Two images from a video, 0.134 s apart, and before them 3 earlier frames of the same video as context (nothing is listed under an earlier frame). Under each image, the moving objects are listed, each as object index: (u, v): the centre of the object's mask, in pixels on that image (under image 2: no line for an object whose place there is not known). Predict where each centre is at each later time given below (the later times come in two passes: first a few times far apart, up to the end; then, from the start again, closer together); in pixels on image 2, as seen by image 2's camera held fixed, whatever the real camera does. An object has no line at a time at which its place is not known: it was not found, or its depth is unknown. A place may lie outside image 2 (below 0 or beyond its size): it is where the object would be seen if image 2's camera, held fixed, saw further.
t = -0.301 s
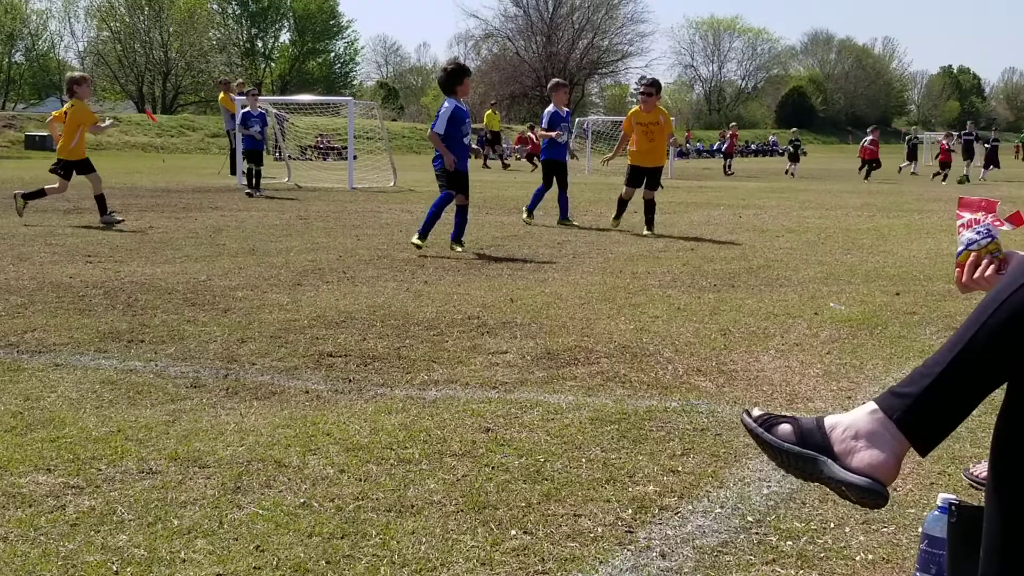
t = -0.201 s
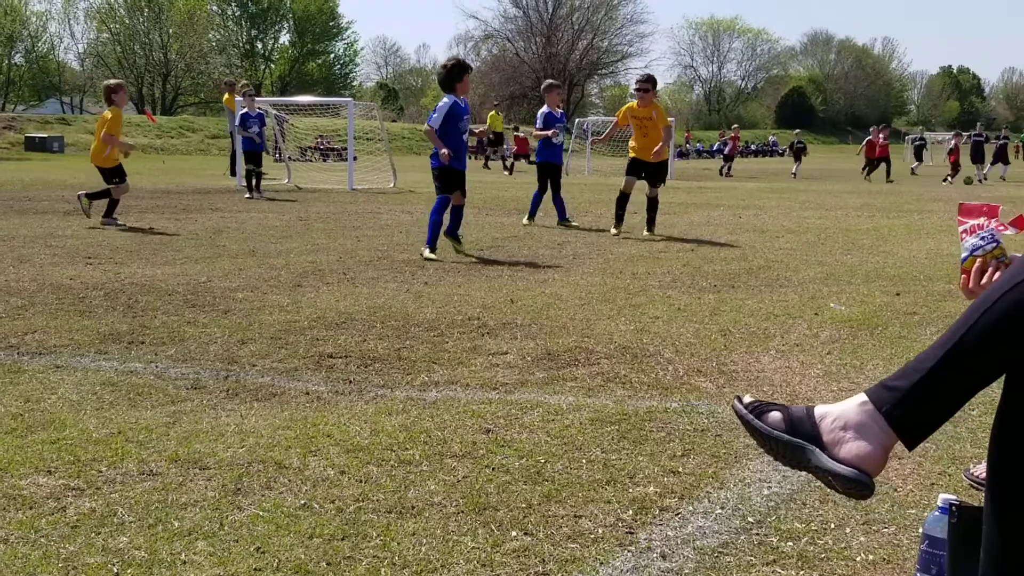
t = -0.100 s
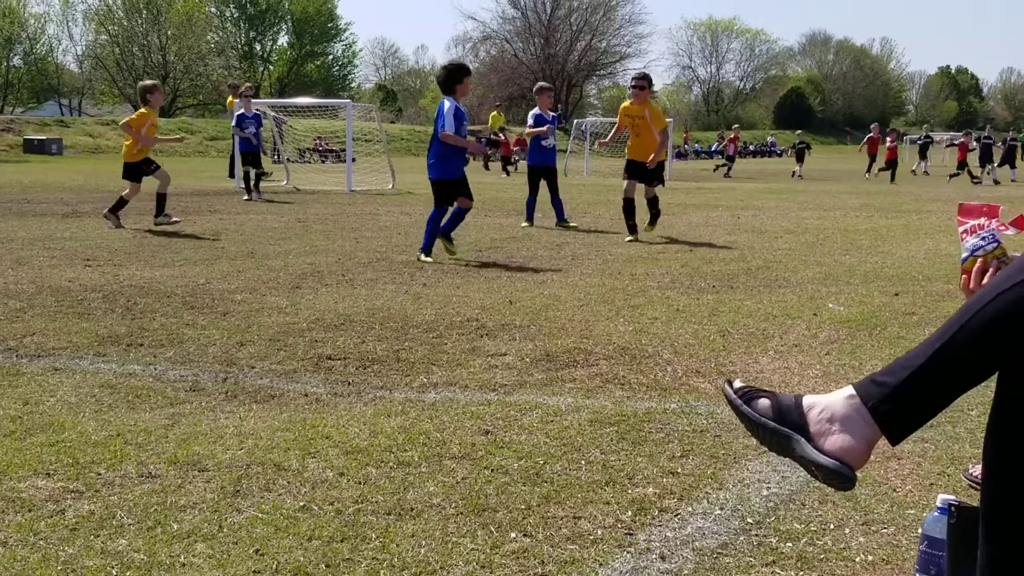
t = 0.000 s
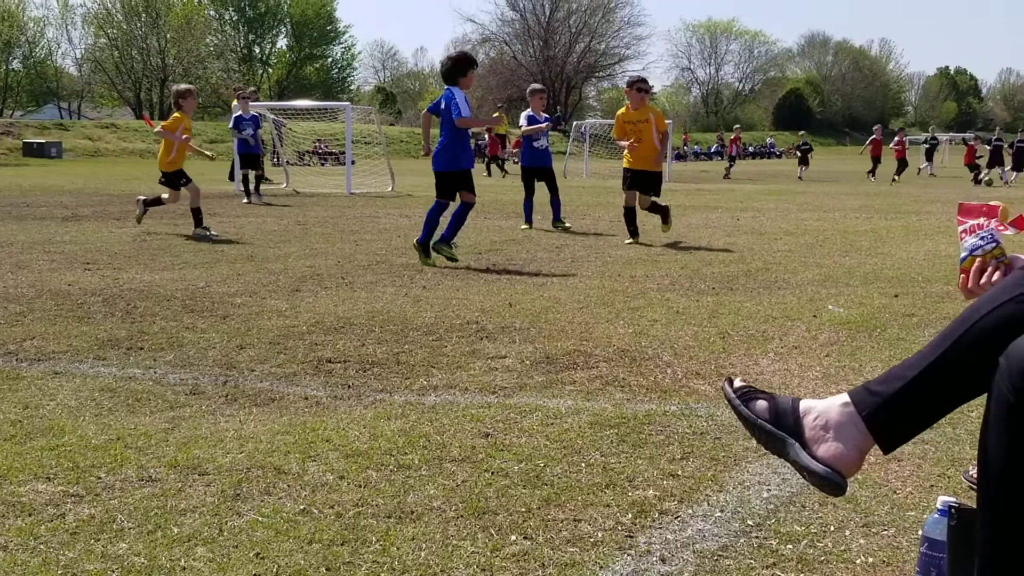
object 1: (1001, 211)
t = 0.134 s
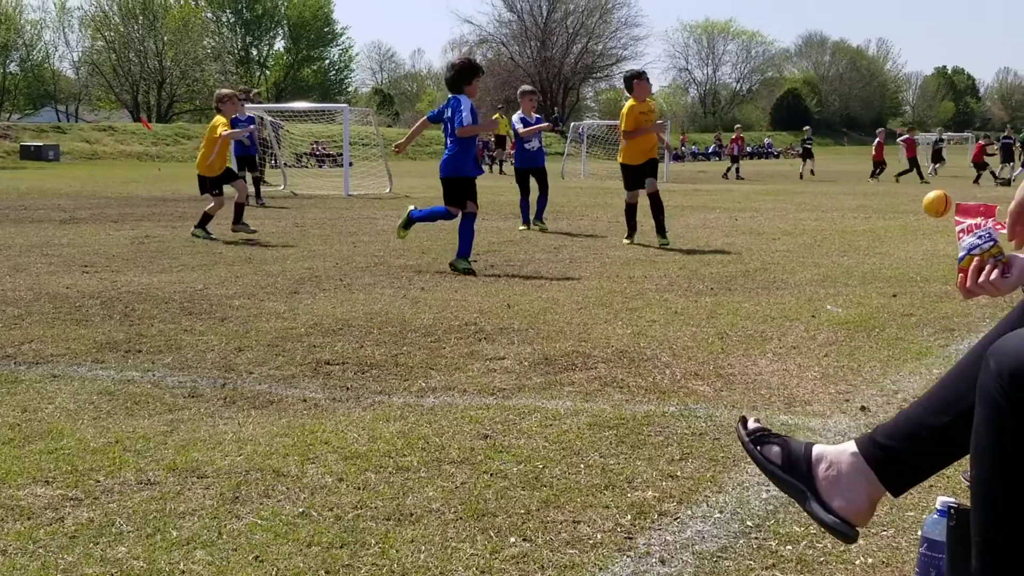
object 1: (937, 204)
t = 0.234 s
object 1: (905, 169)
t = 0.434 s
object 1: (839, 140)
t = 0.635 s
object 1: (771, 172)
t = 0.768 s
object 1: (726, 228)
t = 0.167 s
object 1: (926, 191)
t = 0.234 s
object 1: (905, 169)
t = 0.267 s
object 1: (894, 159)
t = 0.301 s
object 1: (884, 152)
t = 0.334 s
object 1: (872, 147)
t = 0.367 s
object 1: (862, 143)
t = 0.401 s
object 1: (850, 141)
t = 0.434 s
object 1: (839, 140)
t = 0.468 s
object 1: (828, 141)
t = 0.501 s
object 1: (817, 144)
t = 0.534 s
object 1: (806, 148)
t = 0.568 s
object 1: (795, 154)
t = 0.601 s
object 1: (783, 162)
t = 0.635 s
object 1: (771, 172)
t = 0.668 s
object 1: (760, 183)
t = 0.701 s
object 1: (749, 196)
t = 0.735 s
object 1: (738, 211)
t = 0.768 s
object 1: (726, 228)
